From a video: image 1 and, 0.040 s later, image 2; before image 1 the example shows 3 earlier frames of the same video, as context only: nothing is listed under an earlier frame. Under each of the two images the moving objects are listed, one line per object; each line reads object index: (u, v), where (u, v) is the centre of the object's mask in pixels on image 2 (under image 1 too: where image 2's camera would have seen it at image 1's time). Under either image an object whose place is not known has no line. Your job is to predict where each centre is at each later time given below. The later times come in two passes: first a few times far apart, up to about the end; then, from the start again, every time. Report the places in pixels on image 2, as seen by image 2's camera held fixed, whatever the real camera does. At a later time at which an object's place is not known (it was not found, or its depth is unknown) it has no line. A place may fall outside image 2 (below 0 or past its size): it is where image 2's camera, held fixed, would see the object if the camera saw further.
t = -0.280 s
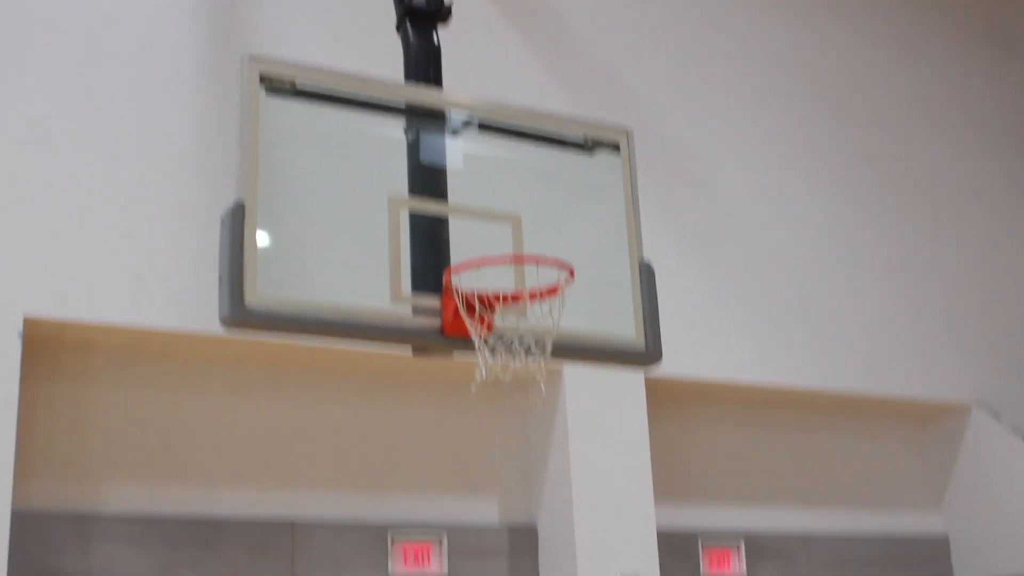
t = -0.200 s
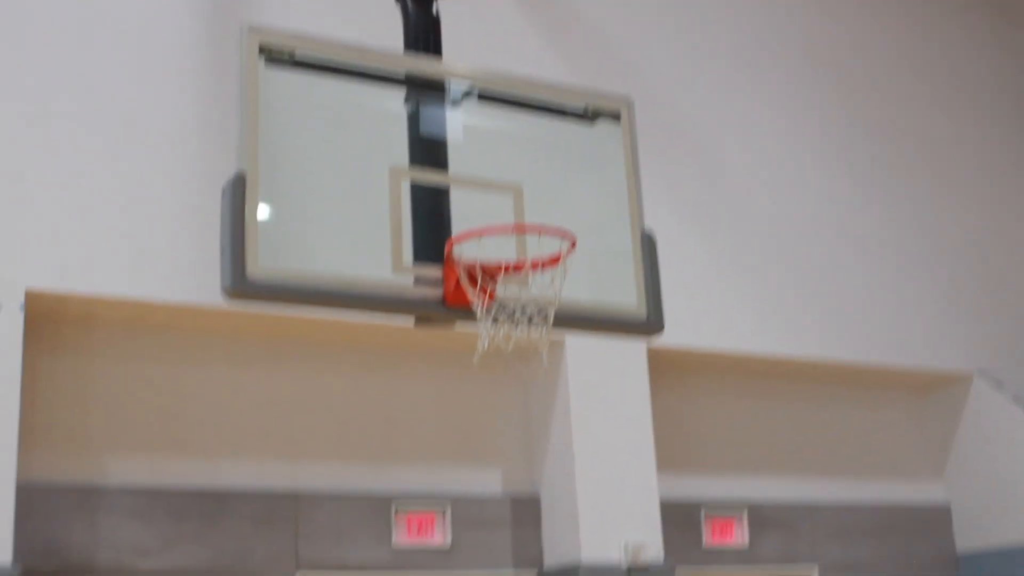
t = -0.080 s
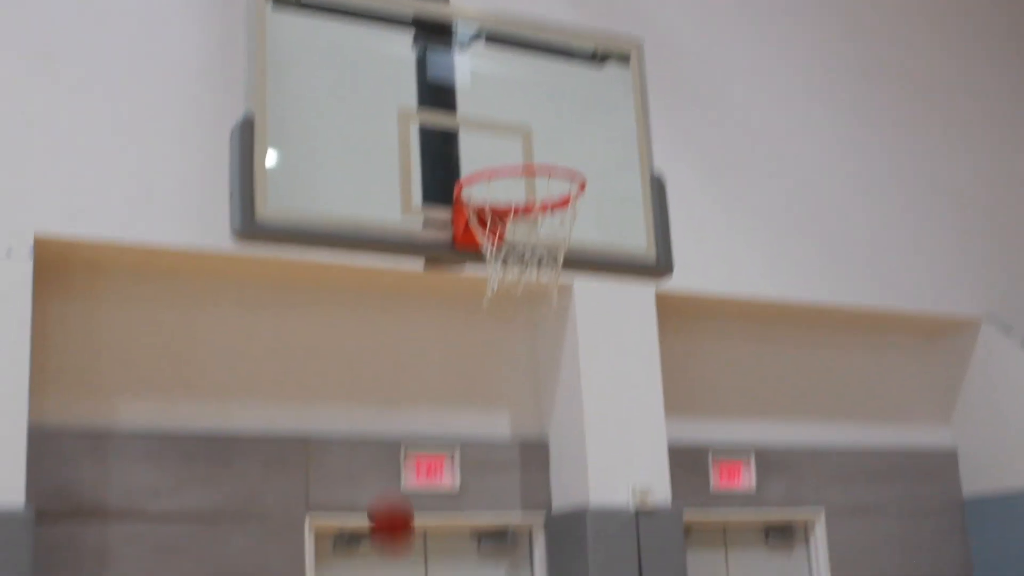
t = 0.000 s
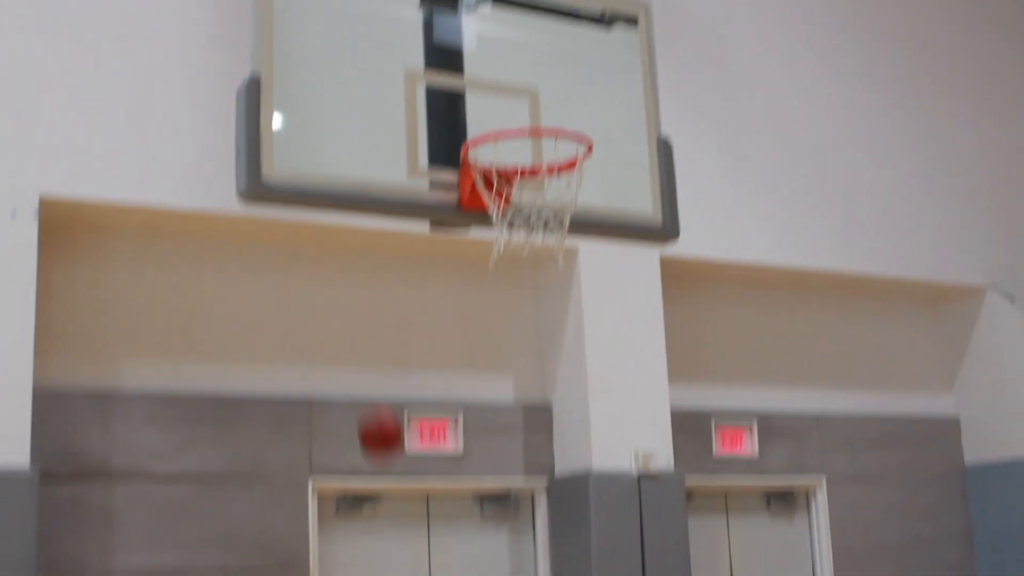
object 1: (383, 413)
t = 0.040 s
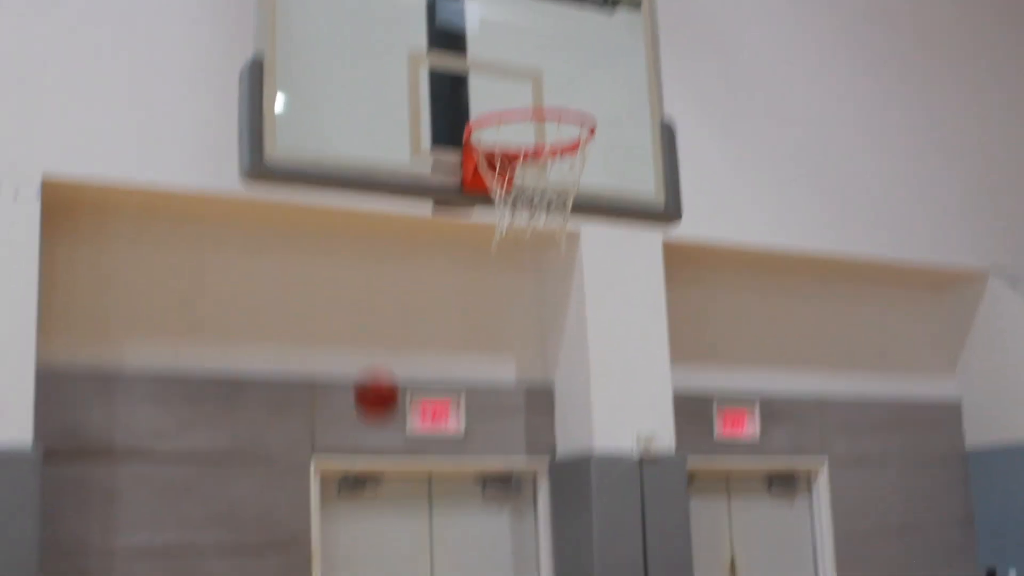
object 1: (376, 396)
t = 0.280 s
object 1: (340, 335)
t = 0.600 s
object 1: (284, 413)
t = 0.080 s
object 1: (370, 380)
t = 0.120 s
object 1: (364, 363)
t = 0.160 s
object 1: (358, 351)
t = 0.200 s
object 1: (352, 343)
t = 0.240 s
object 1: (346, 337)
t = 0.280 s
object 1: (340, 335)
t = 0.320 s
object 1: (335, 335)
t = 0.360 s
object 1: (329, 338)
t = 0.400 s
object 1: (324, 343)
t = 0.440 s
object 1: (318, 352)
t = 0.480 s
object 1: (309, 366)
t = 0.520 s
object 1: (304, 378)
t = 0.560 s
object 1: (293, 396)
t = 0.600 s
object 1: (284, 413)
